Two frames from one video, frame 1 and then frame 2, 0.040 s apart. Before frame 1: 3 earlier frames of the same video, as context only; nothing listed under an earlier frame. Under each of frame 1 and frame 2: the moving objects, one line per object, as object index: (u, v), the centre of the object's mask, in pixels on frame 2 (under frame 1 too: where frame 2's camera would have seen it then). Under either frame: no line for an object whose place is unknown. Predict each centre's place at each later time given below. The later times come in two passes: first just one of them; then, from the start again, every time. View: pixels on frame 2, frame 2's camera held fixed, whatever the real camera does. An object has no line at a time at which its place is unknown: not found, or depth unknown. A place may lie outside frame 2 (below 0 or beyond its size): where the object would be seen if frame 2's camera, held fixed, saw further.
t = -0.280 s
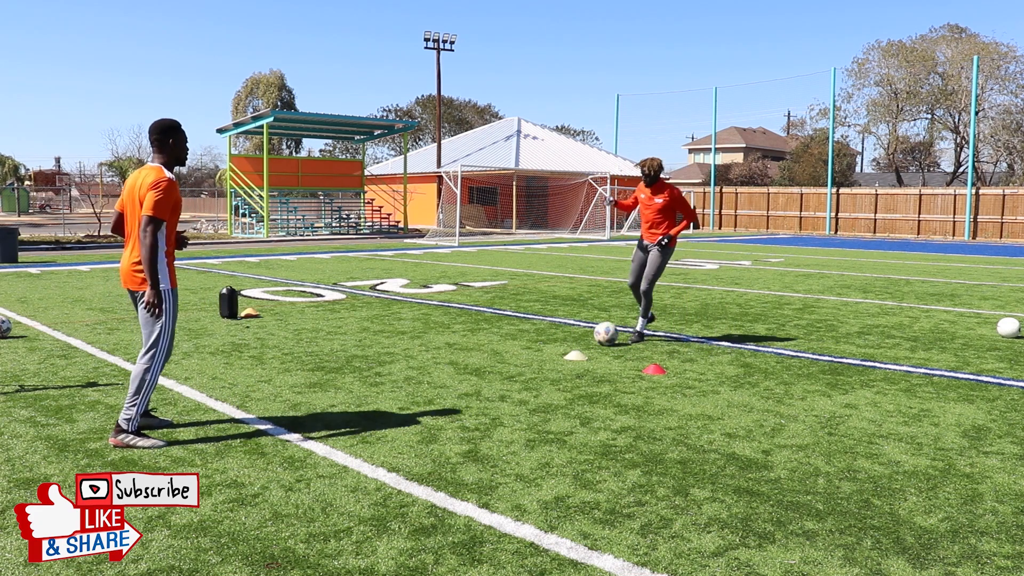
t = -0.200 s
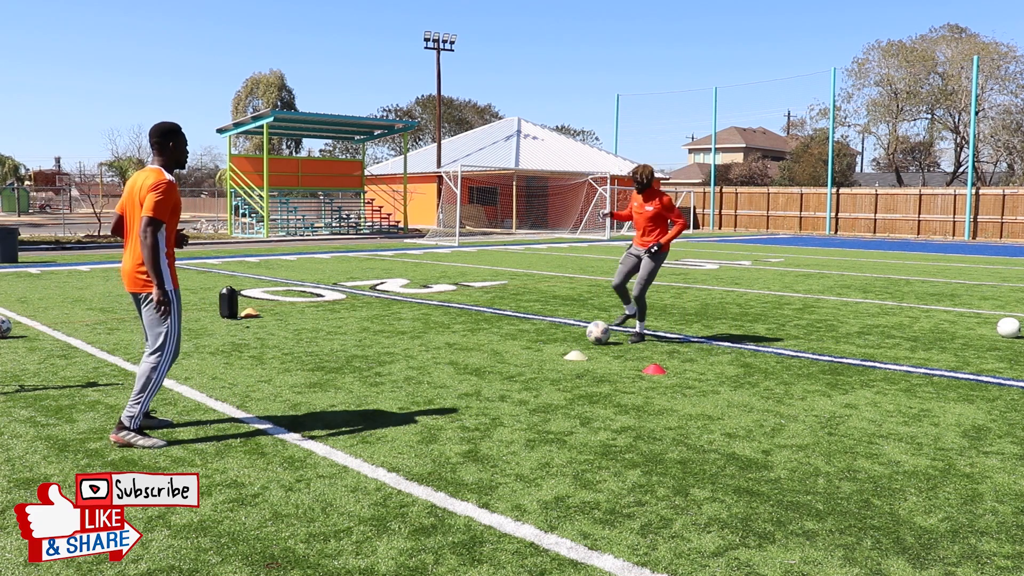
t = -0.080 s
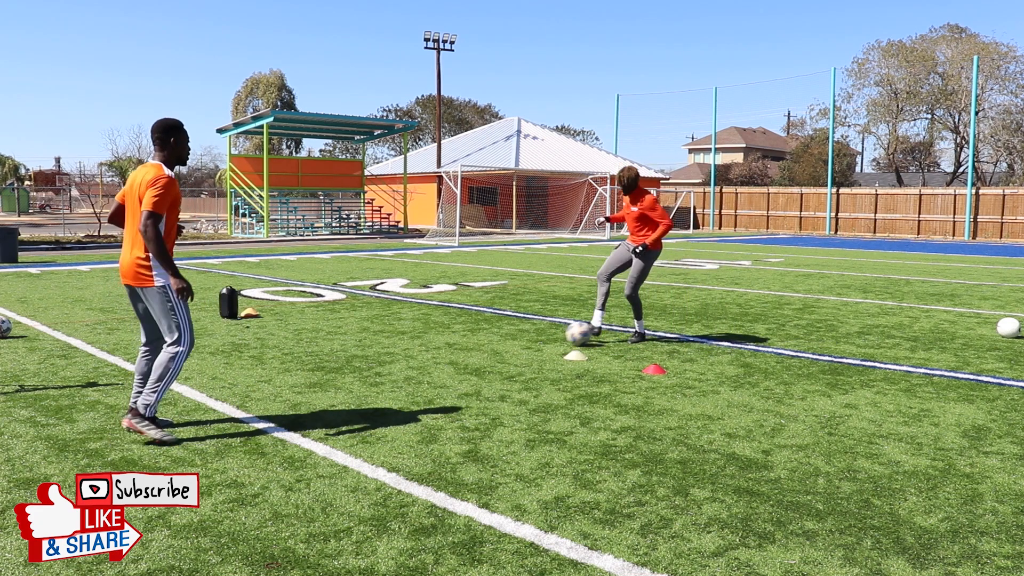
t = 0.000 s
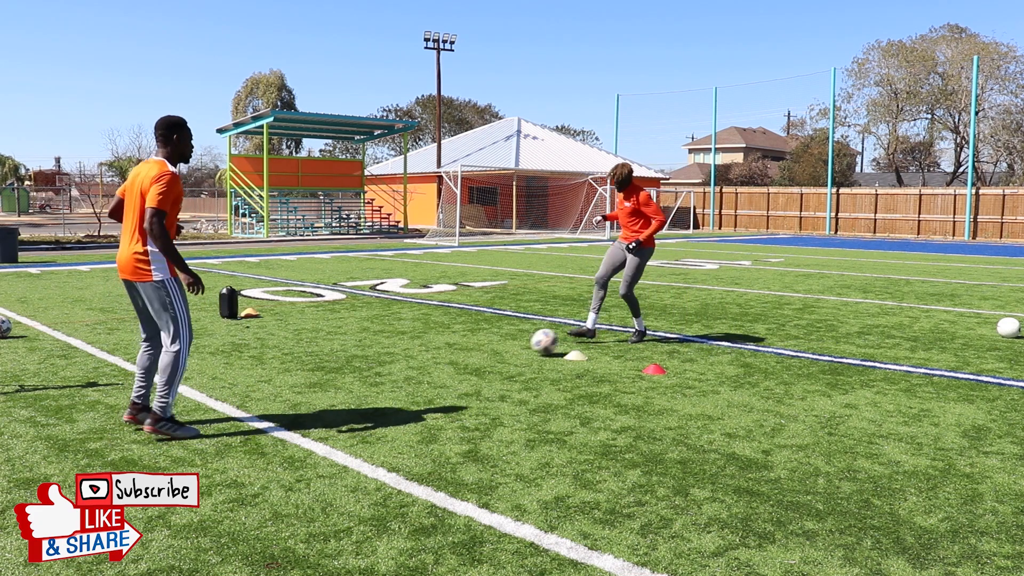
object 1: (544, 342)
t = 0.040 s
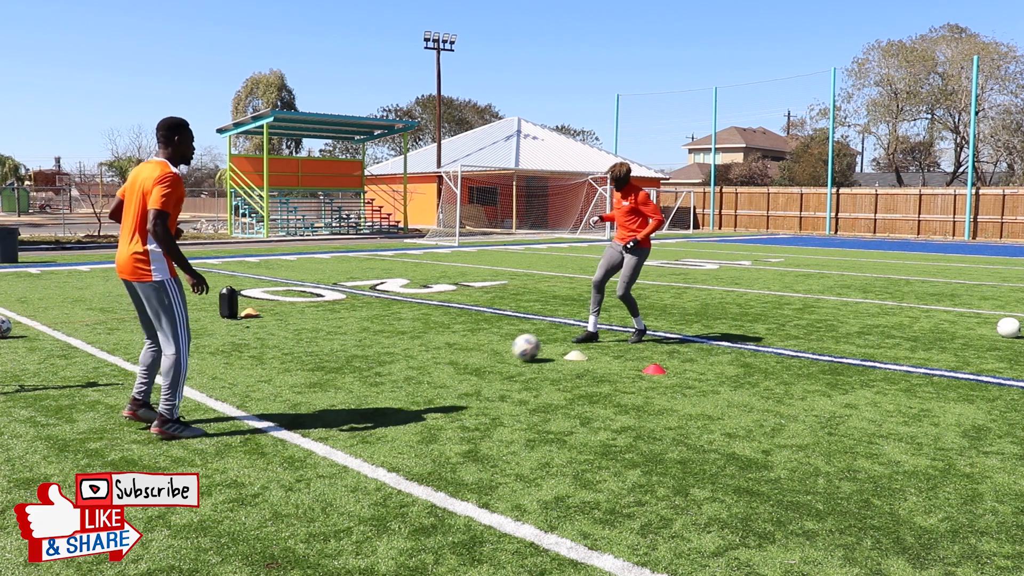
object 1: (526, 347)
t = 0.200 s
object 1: (446, 364)
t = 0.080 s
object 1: (506, 354)
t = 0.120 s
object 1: (487, 357)
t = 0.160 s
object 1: (467, 359)
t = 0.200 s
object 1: (446, 364)
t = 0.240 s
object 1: (423, 371)
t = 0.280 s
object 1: (400, 381)
